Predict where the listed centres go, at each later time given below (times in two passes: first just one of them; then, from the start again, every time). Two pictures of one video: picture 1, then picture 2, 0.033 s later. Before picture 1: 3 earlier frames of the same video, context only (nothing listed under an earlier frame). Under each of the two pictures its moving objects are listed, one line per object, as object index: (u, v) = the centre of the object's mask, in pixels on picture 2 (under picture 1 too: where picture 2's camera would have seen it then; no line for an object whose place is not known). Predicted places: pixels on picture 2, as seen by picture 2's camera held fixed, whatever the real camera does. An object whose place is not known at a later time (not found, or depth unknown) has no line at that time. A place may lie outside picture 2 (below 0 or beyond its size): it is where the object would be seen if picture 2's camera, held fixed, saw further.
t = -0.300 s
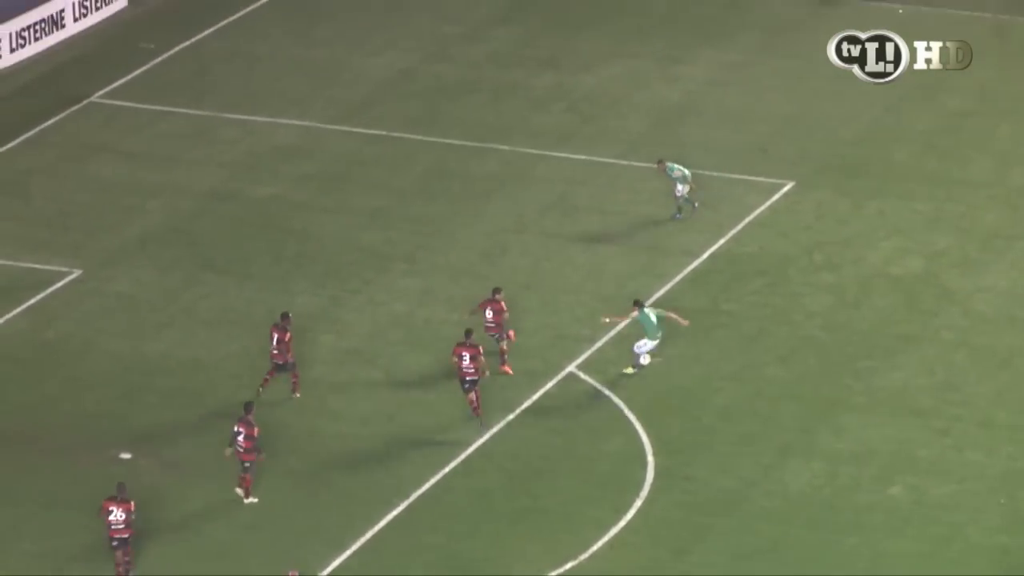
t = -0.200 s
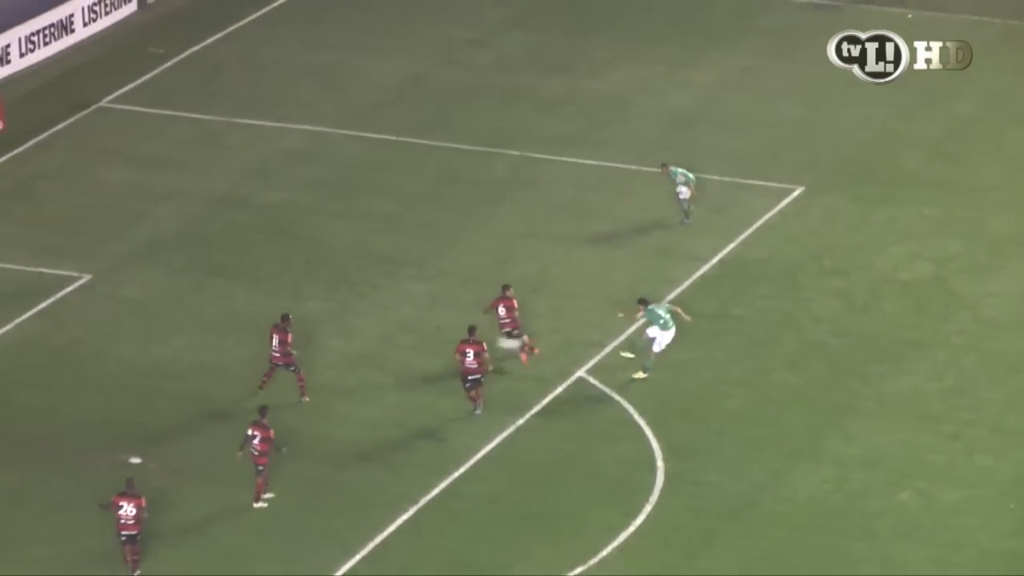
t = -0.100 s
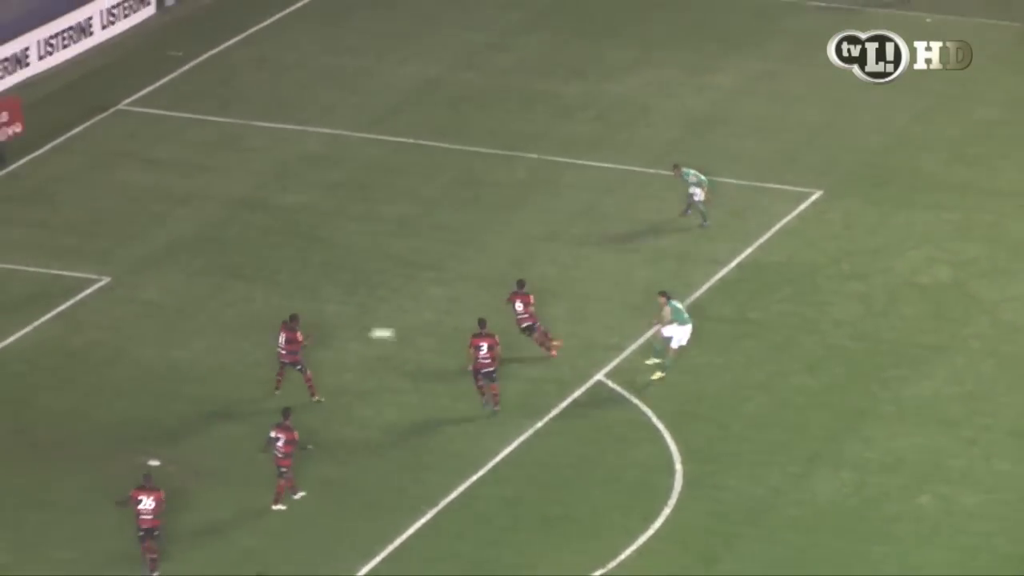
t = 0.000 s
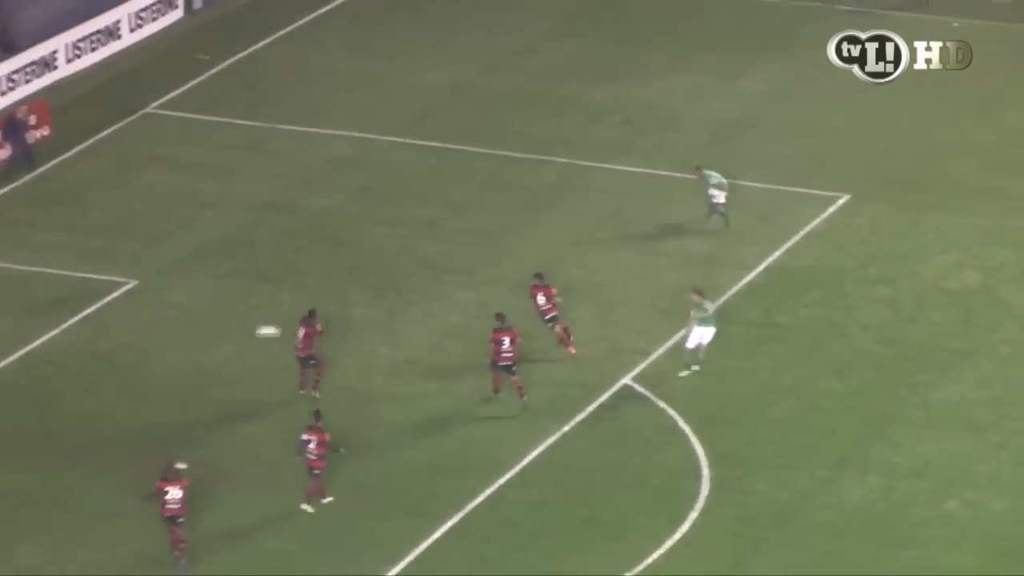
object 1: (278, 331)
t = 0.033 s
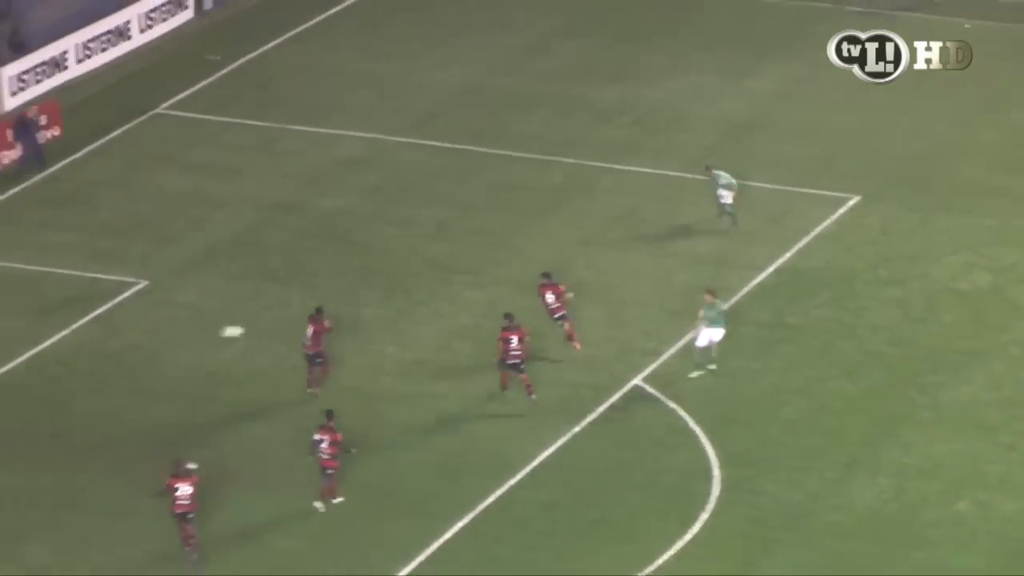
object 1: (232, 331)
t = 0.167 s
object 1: (52, 338)
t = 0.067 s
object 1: (186, 332)
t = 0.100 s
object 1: (143, 333)
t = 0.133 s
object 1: (97, 335)
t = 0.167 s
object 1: (52, 338)
